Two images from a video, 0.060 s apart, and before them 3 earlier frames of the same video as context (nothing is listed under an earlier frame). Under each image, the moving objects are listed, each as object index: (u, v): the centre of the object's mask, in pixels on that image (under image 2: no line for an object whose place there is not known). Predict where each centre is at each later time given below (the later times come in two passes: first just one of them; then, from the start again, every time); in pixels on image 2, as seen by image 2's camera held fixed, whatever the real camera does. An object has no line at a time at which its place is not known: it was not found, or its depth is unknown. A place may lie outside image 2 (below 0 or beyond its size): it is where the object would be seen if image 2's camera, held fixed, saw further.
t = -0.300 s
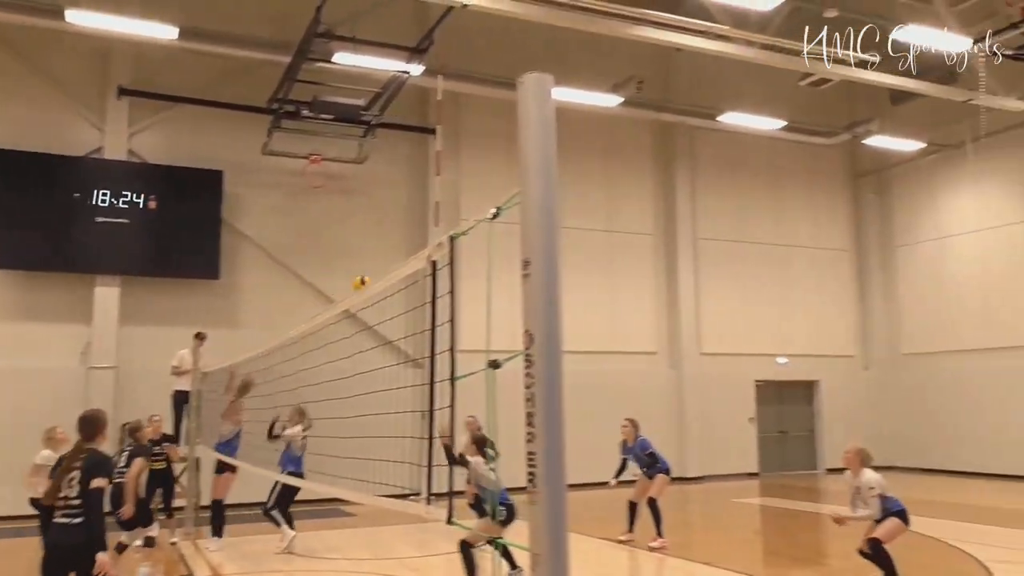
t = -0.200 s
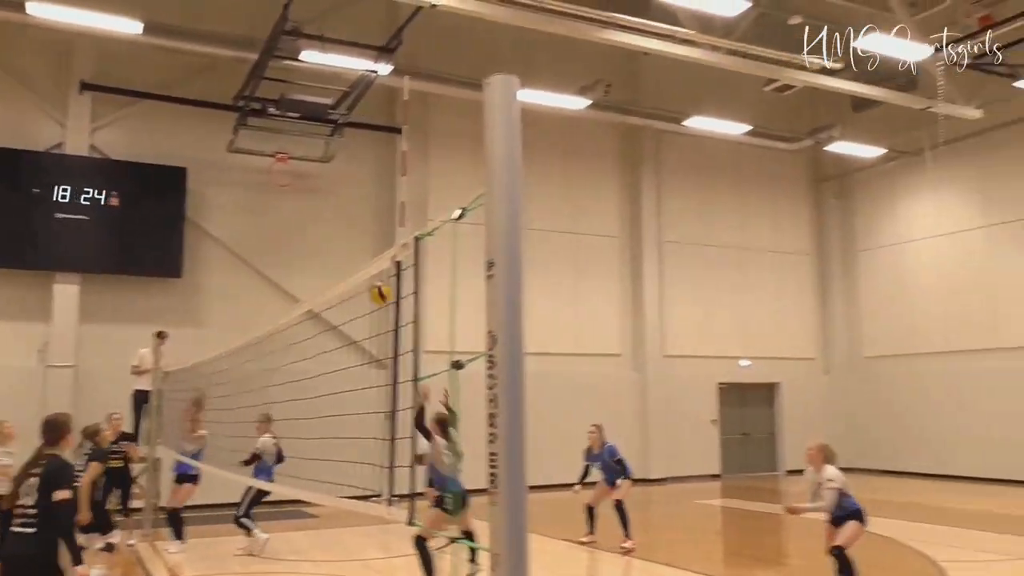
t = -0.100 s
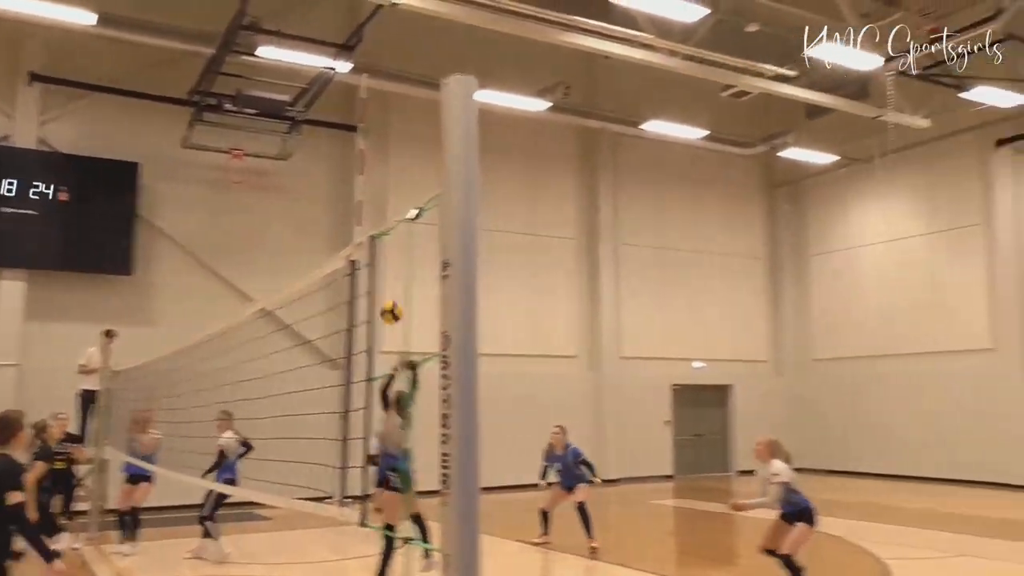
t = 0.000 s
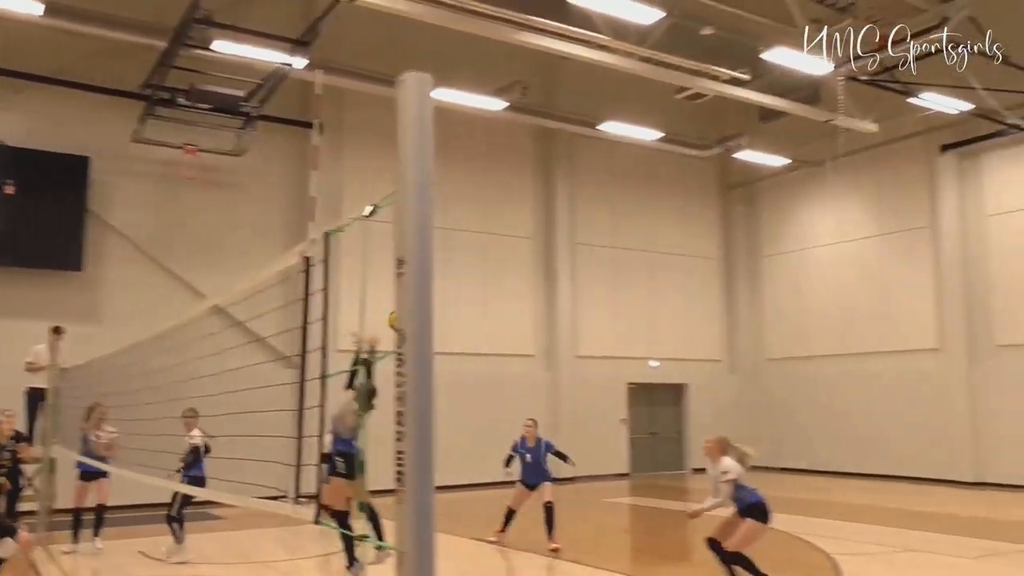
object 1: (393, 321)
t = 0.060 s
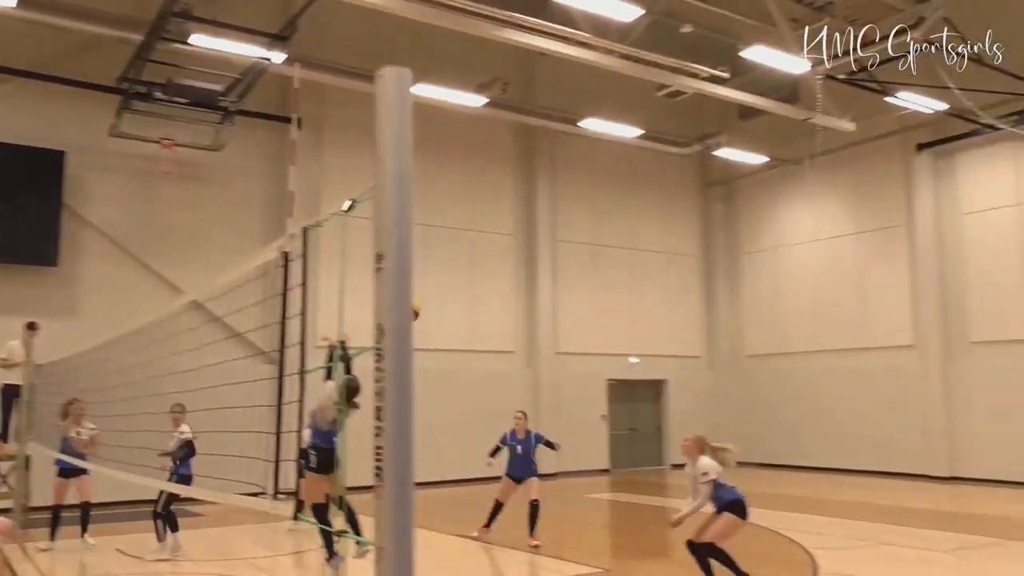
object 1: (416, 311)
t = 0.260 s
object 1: (508, 322)
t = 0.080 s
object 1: (421, 310)
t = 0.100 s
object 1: (427, 310)
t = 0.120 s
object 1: (437, 309)
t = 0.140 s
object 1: (446, 310)
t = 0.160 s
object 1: (456, 310)
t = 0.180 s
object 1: (466, 312)
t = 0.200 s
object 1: (476, 314)
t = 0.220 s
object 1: (487, 316)
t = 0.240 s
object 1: (497, 319)
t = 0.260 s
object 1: (508, 322)
